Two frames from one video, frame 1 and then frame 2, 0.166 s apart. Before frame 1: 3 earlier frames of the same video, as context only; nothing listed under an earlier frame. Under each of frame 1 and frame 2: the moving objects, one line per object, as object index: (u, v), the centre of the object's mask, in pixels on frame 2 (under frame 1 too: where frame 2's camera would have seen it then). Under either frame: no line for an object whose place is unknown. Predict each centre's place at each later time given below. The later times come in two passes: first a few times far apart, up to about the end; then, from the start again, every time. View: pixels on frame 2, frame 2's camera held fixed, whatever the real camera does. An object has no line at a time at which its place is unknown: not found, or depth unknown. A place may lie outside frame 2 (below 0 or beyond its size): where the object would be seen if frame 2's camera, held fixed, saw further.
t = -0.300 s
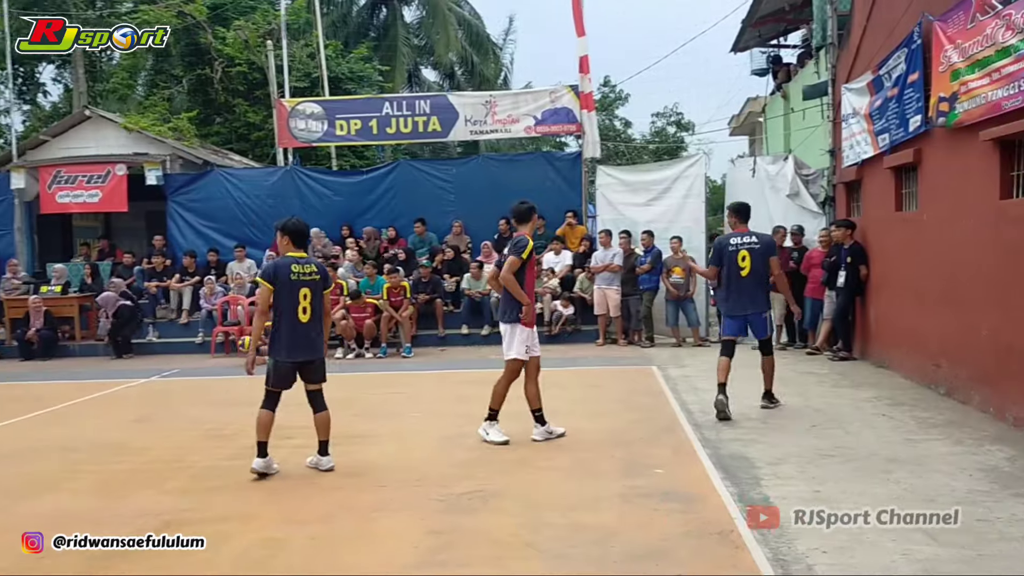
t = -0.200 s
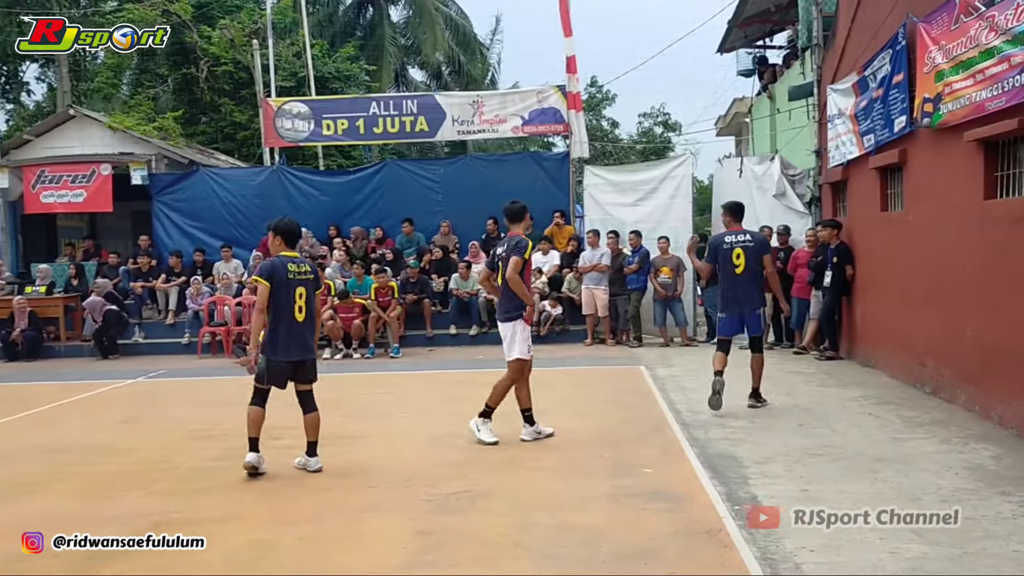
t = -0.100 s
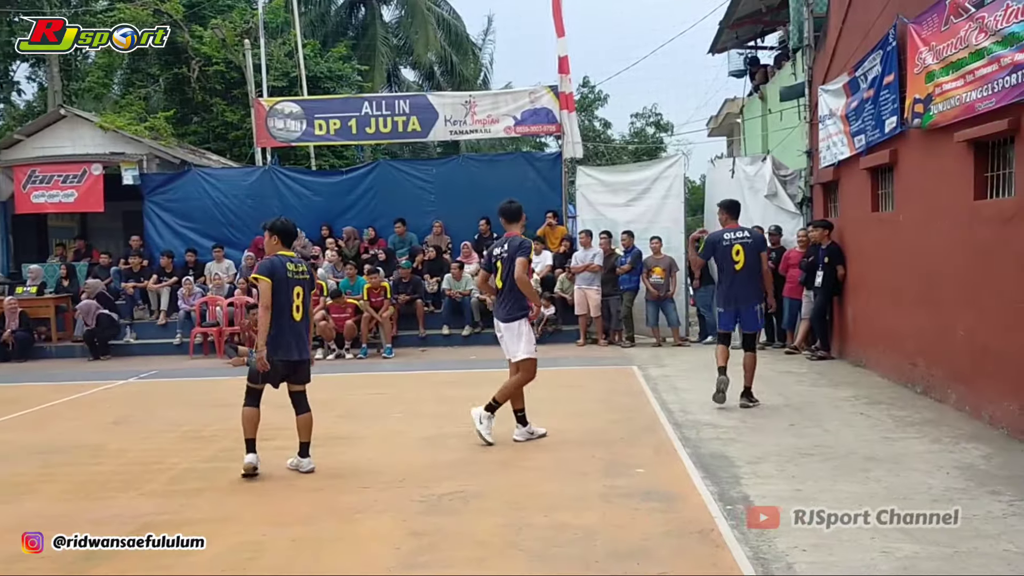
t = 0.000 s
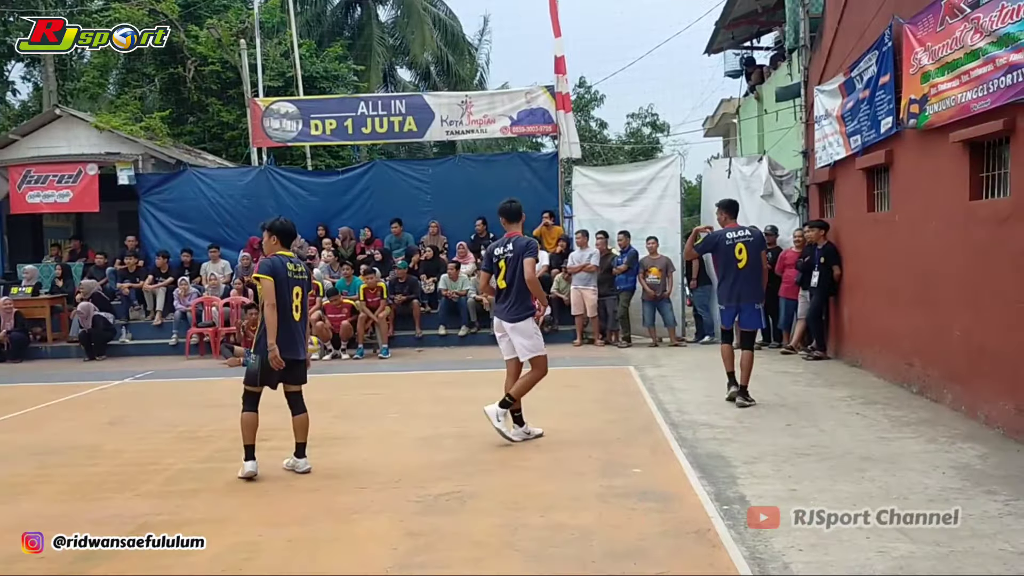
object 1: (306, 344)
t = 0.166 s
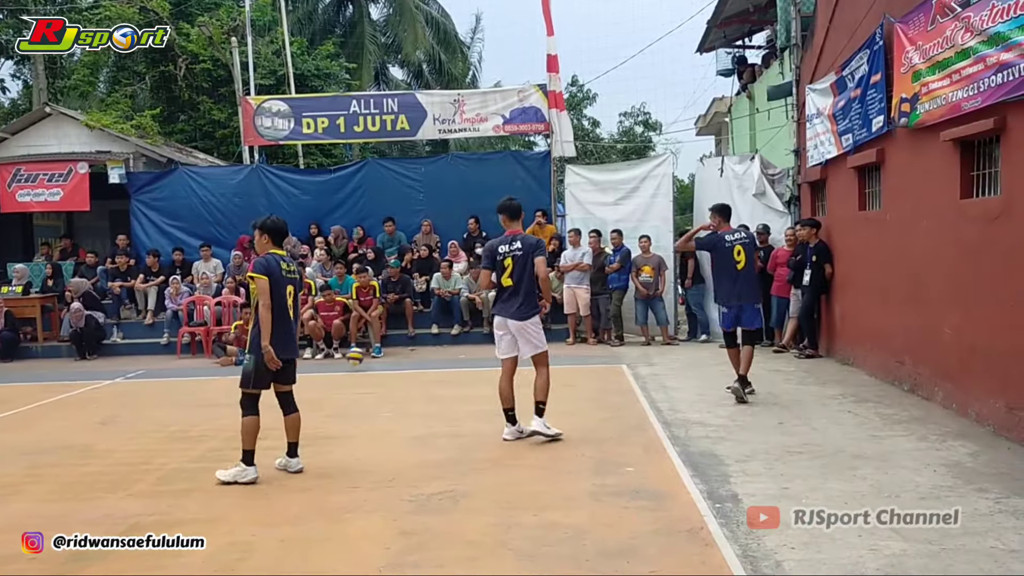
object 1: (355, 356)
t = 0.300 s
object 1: (385, 345)
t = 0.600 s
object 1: (457, 364)
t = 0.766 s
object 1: (501, 354)
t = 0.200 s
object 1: (363, 352)
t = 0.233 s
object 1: (368, 349)
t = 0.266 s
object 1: (377, 347)
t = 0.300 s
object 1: (385, 345)
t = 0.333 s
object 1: (393, 344)
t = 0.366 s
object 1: (401, 344)
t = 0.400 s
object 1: (408, 346)
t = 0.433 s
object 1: (416, 347)
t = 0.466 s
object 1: (424, 351)
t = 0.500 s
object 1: (432, 356)
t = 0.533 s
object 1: (442, 361)
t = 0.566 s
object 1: (450, 367)
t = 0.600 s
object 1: (457, 364)
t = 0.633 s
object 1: (467, 359)
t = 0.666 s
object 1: (475, 357)
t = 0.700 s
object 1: (483, 355)
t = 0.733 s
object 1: (492, 354)
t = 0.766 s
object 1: (501, 354)
